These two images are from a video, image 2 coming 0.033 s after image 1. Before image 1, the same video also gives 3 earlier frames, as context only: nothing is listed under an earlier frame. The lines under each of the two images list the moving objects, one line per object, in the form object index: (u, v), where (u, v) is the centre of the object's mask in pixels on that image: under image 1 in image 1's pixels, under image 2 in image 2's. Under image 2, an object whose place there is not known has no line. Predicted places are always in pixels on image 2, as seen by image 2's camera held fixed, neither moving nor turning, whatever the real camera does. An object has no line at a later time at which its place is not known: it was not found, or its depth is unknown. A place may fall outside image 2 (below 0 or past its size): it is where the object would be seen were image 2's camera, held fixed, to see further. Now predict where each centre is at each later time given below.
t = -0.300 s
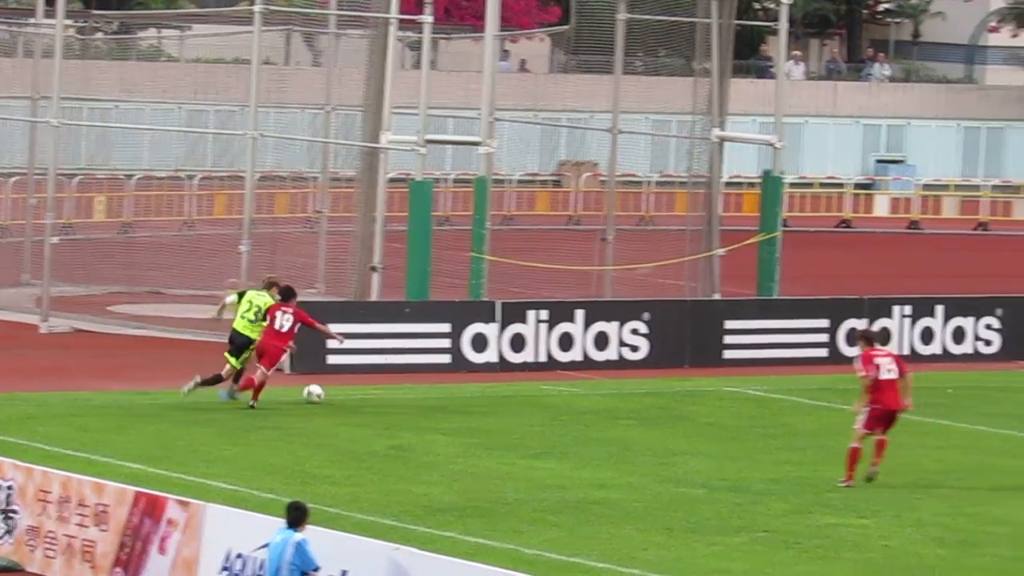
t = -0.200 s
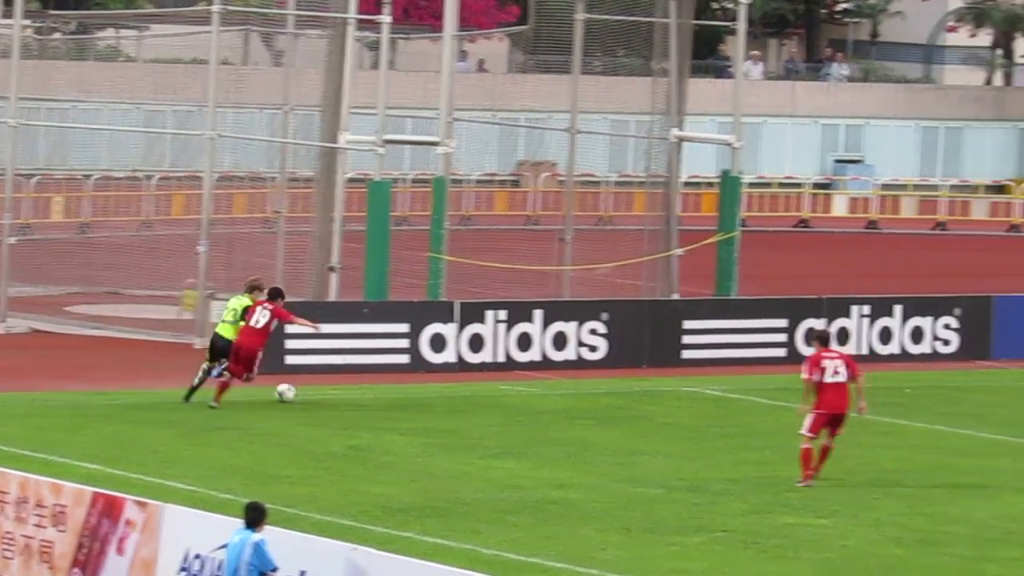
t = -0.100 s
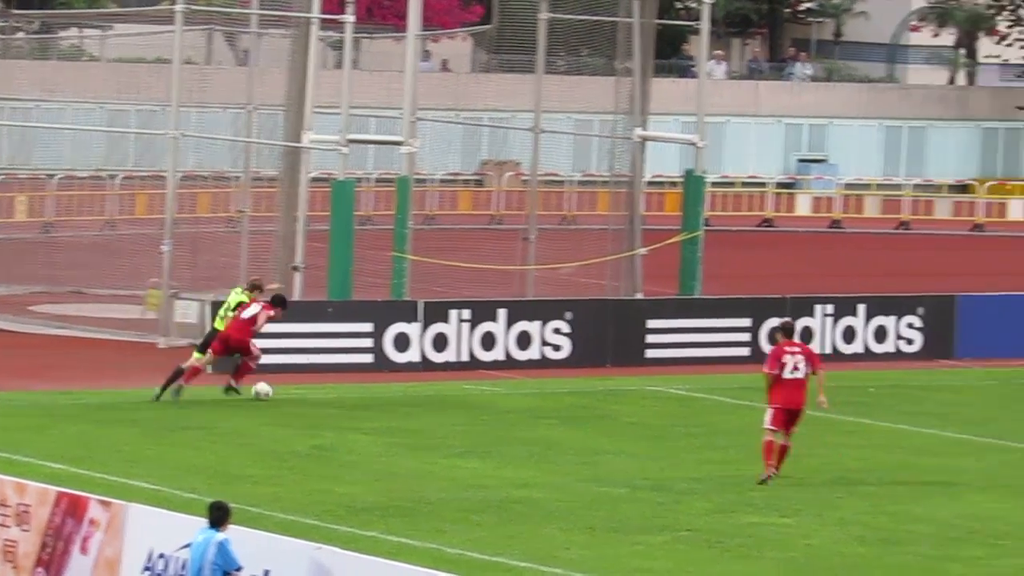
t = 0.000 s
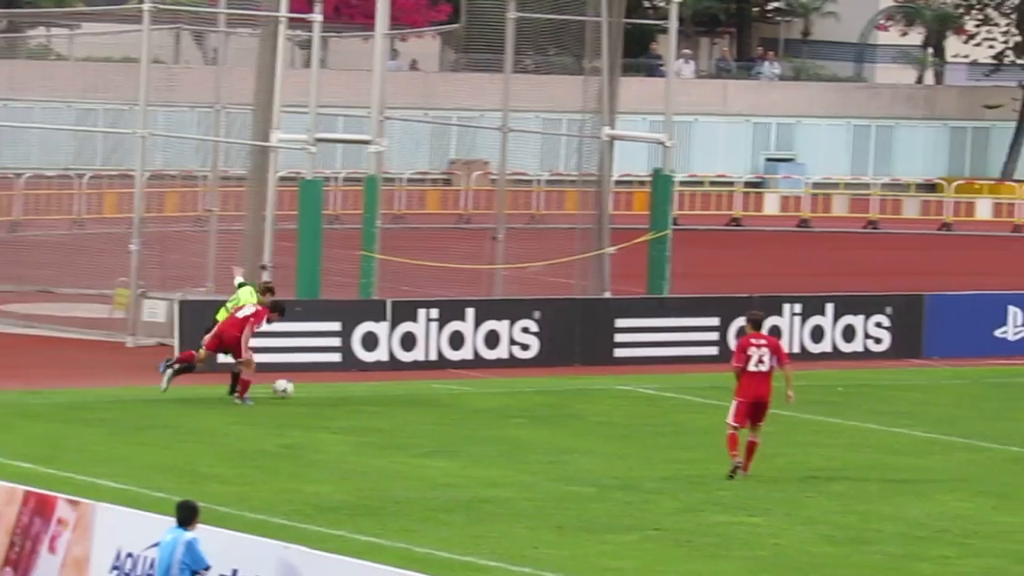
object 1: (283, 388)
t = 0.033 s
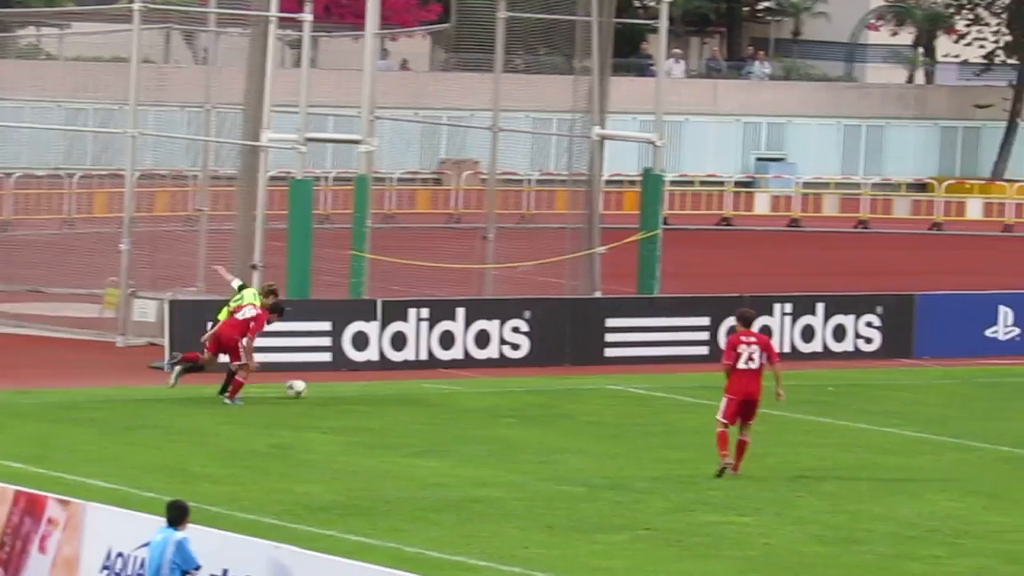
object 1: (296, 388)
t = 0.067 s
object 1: (320, 389)
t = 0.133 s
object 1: (363, 388)
